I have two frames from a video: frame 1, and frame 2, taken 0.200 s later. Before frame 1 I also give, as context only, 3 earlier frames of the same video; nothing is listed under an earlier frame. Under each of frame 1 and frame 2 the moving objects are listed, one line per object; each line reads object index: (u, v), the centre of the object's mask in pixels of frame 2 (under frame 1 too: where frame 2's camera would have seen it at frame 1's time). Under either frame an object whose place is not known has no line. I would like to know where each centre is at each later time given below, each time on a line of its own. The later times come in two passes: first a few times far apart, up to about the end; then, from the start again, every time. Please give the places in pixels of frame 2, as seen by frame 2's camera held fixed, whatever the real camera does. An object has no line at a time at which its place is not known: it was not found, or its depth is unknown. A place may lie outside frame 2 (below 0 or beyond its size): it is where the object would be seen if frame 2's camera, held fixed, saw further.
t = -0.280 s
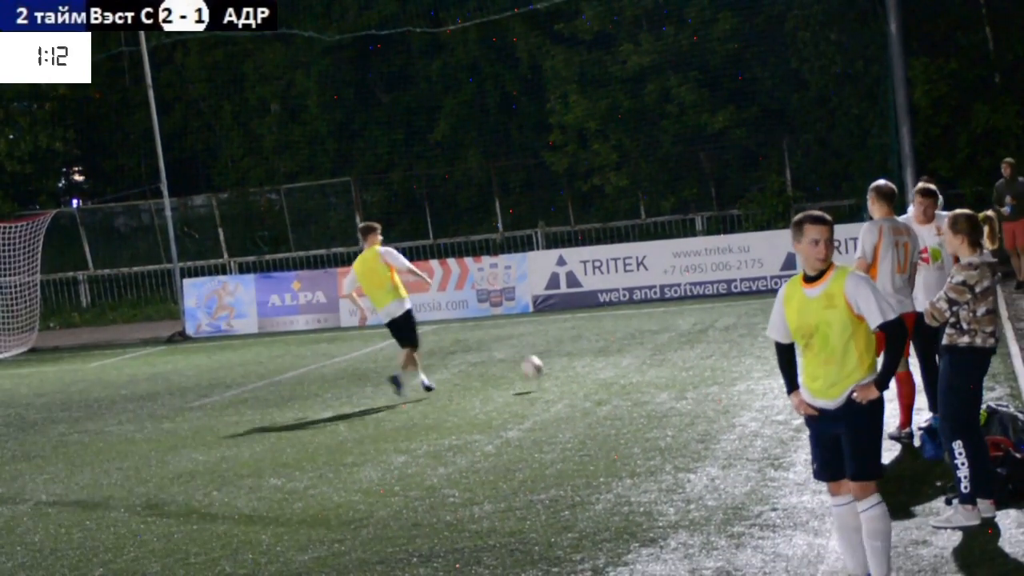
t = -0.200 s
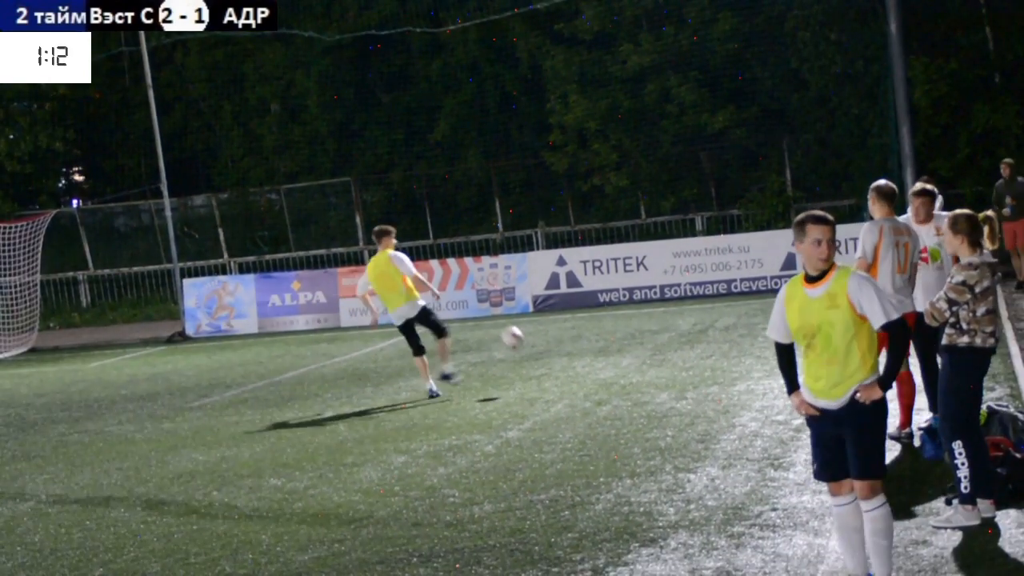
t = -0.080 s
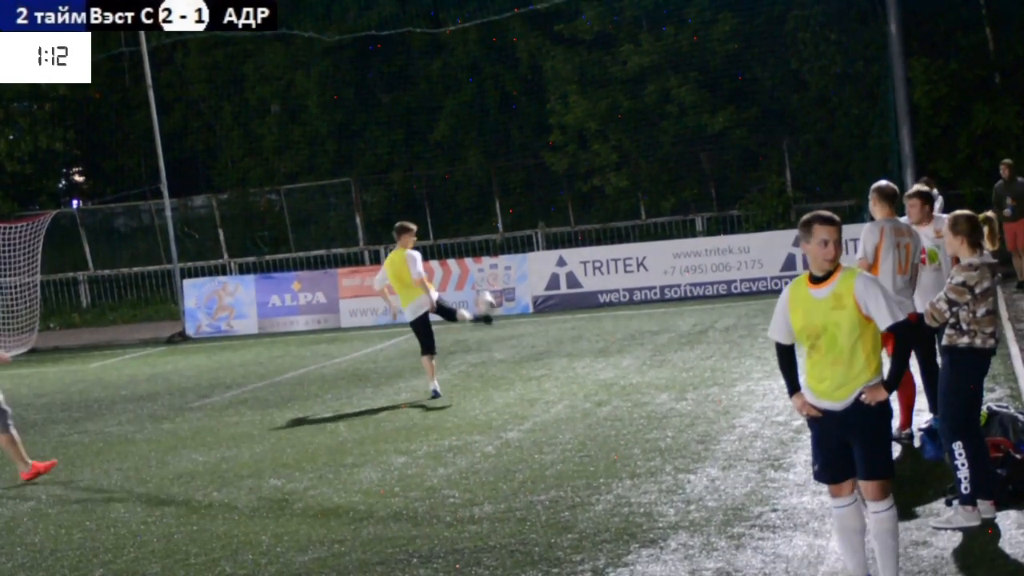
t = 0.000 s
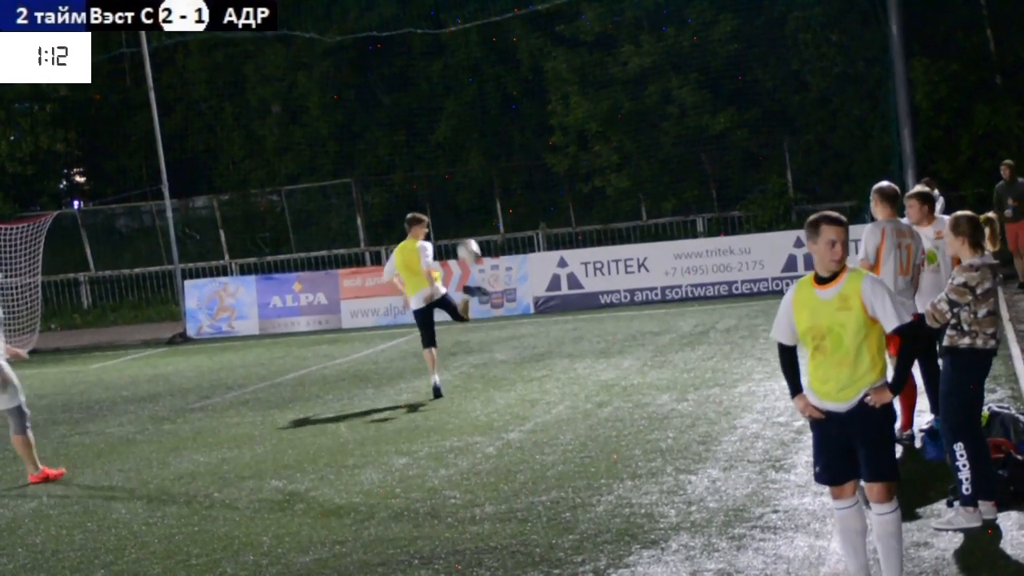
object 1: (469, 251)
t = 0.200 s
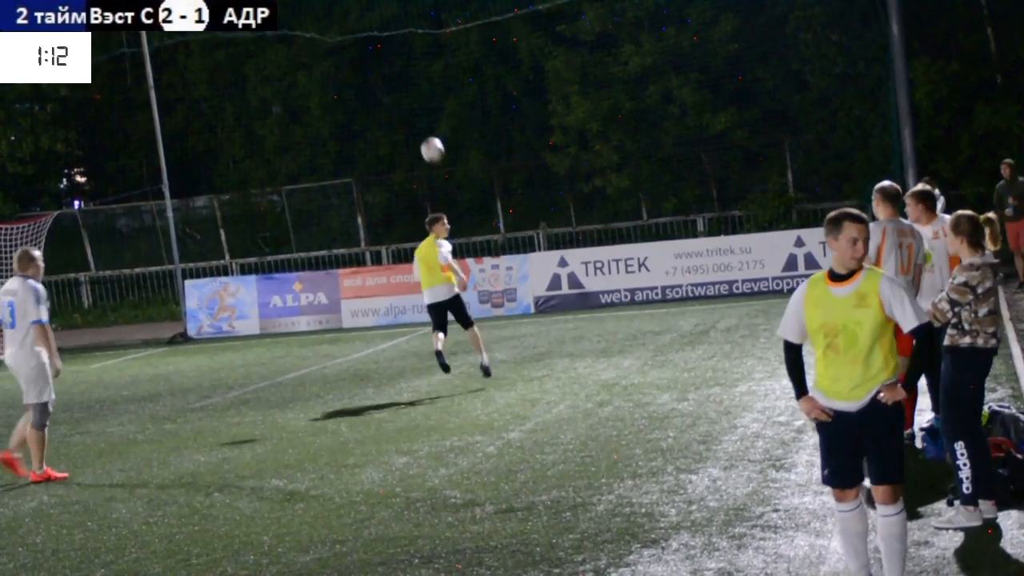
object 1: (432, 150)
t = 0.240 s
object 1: (426, 134)
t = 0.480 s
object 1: (388, 75)
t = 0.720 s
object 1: (358, 72)
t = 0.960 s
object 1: (334, 121)
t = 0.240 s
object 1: (426, 134)
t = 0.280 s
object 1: (419, 121)
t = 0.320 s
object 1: (413, 108)
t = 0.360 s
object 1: (406, 98)
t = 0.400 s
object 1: (400, 89)
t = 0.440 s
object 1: (395, 81)
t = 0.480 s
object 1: (388, 75)
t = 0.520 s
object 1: (383, 71)
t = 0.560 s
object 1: (378, 68)
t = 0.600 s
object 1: (373, 67)
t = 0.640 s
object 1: (368, 67)
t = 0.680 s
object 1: (363, 68)
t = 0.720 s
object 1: (358, 72)
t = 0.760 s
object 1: (354, 76)
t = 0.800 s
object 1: (349, 82)
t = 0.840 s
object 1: (345, 89)
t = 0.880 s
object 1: (341, 99)
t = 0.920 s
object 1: (337, 109)
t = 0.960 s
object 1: (334, 121)
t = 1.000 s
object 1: (331, 133)
